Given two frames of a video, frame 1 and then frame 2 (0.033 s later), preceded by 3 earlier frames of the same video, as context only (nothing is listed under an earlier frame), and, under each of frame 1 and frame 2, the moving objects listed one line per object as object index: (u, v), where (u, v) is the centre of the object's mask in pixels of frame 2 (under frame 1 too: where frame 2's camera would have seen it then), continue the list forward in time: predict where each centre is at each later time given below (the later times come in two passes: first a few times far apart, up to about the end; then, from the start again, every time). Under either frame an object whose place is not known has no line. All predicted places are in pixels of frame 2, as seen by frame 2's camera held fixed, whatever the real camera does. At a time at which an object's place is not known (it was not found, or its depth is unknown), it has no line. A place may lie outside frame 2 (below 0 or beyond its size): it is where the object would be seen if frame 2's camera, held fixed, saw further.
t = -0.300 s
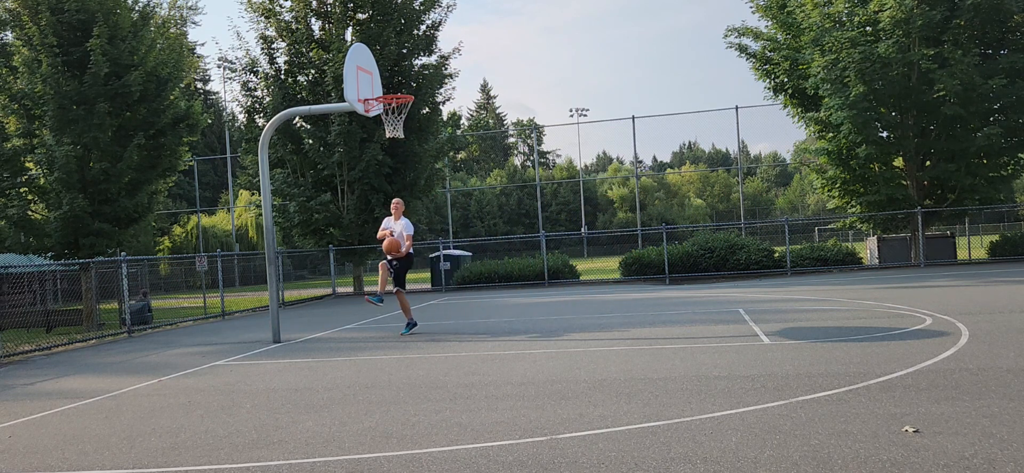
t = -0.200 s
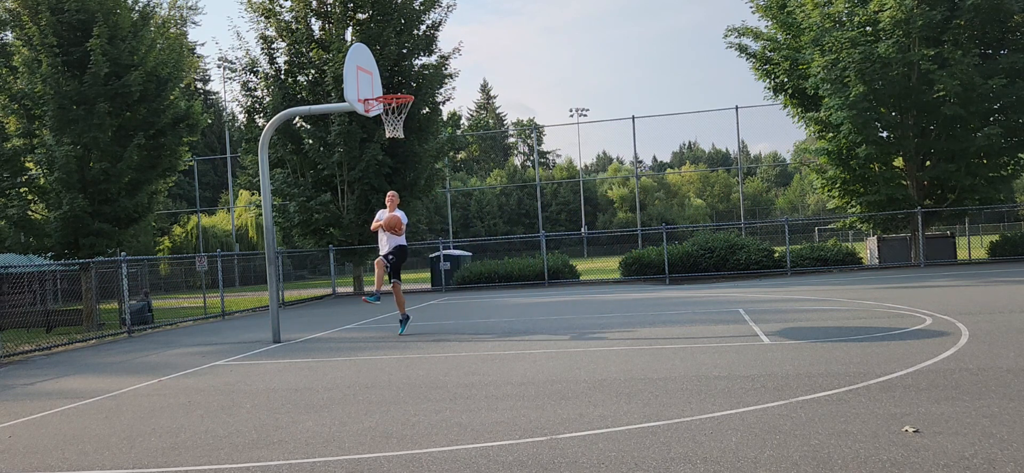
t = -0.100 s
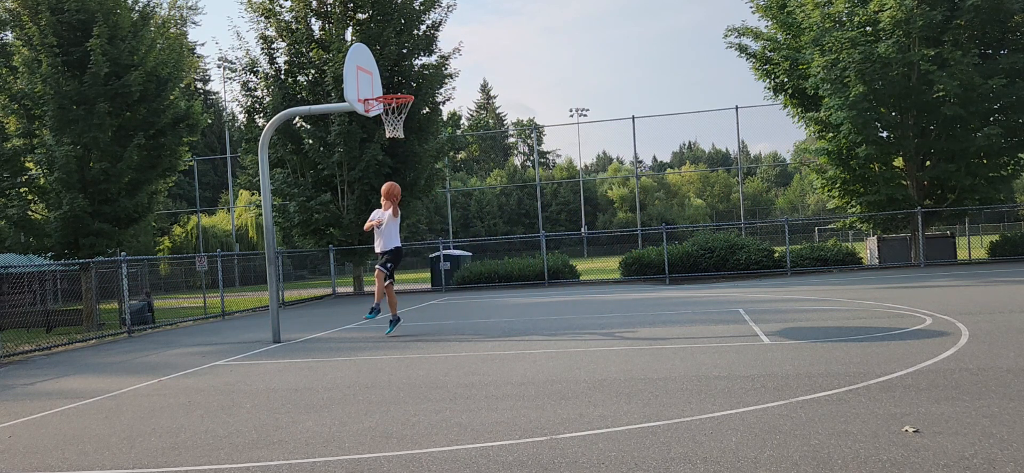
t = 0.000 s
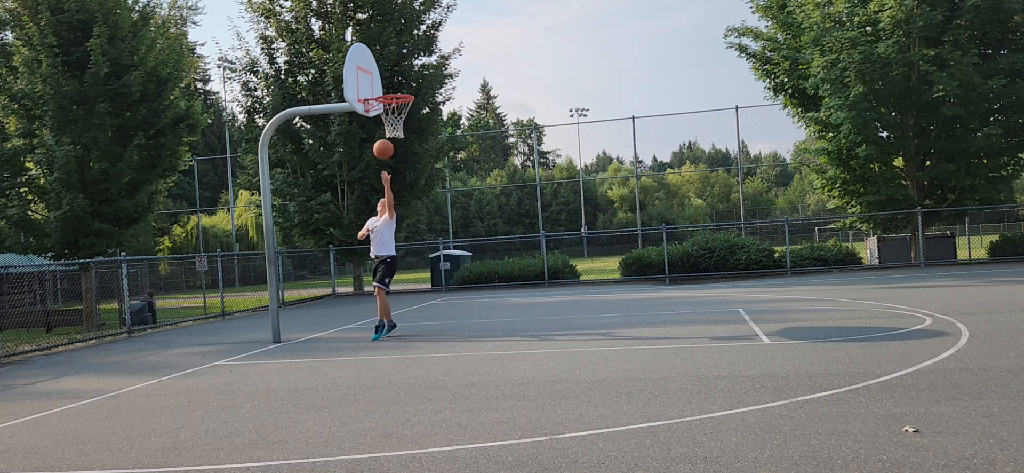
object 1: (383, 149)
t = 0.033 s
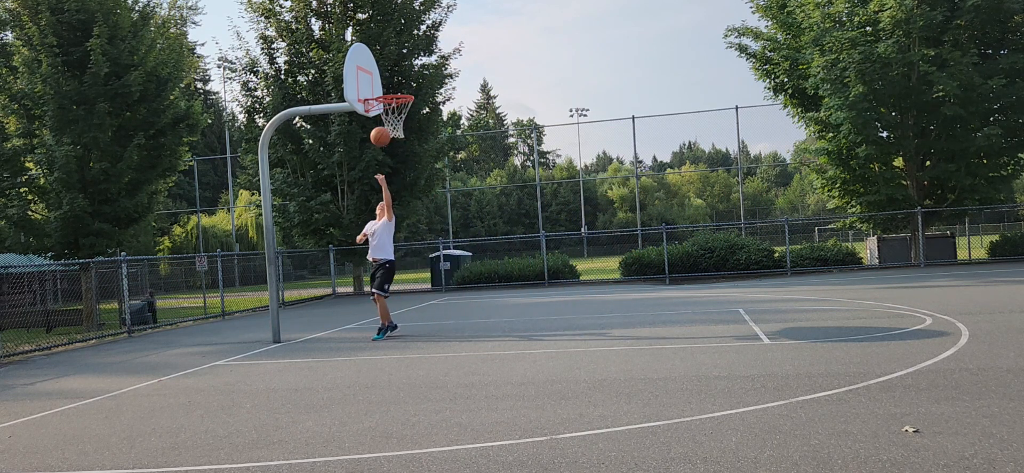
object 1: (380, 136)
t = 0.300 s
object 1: (367, 70)
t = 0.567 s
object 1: (389, 77)
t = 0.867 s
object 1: (404, 136)
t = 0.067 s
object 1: (377, 125)
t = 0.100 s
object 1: (375, 114)
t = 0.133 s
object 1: (372, 103)
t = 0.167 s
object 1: (369, 94)
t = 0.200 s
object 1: (367, 86)
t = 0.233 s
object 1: (364, 79)
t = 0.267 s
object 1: (364, 74)
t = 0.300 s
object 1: (367, 70)
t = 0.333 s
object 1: (370, 68)
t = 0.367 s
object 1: (372, 67)
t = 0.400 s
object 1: (375, 66)
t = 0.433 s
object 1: (378, 67)
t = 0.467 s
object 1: (381, 68)
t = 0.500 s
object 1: (384, 70)
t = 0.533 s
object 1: (386, 73)
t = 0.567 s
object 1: (389, 77)
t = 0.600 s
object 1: (392, 81)
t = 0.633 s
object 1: (395, 86)
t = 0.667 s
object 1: (398, 89)
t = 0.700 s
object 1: (402, 101)
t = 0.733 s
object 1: (402, 107)
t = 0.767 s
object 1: (403, 114)
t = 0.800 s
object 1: (405, 121)
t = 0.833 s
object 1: (404, 128)
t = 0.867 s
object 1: (404, 136)
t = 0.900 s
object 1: (404, 142)
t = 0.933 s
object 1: (405, 150)
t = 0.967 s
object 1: (405, 160)
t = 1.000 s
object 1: (405, 170)
